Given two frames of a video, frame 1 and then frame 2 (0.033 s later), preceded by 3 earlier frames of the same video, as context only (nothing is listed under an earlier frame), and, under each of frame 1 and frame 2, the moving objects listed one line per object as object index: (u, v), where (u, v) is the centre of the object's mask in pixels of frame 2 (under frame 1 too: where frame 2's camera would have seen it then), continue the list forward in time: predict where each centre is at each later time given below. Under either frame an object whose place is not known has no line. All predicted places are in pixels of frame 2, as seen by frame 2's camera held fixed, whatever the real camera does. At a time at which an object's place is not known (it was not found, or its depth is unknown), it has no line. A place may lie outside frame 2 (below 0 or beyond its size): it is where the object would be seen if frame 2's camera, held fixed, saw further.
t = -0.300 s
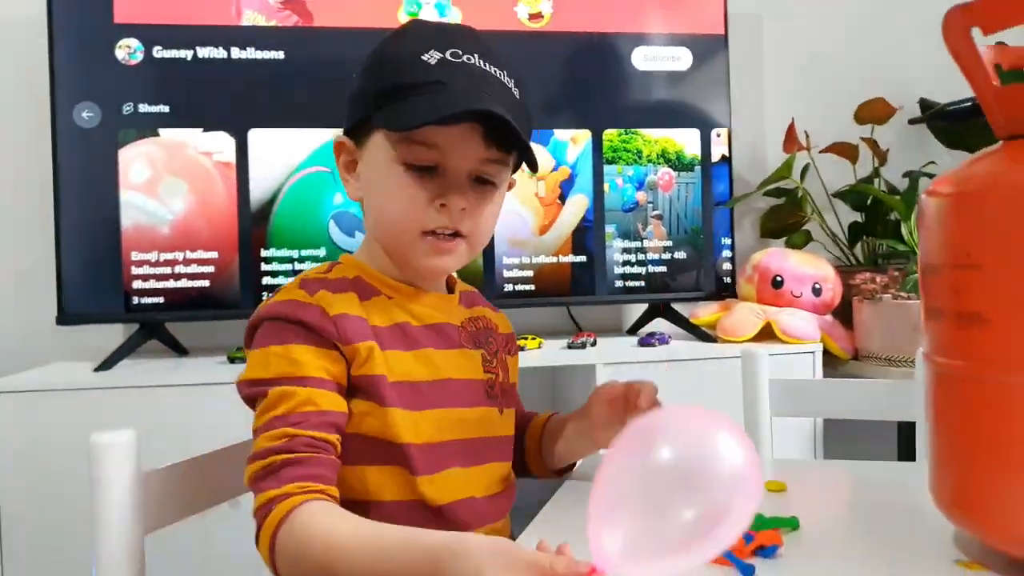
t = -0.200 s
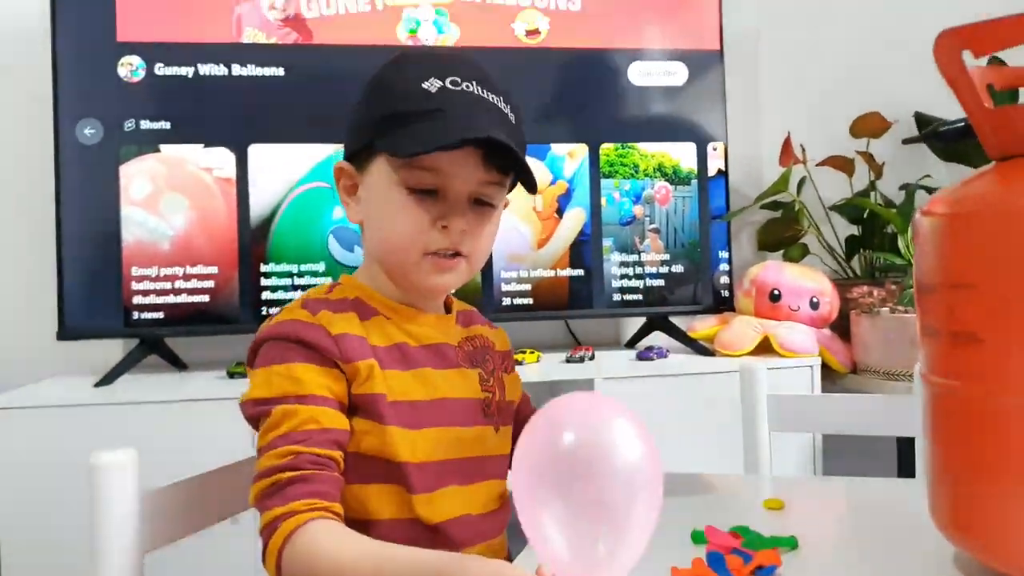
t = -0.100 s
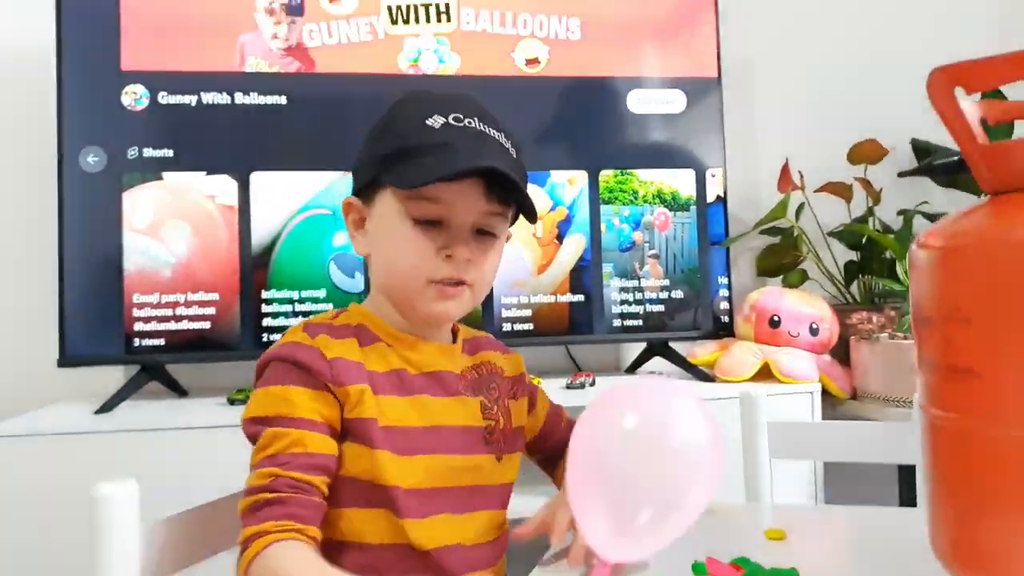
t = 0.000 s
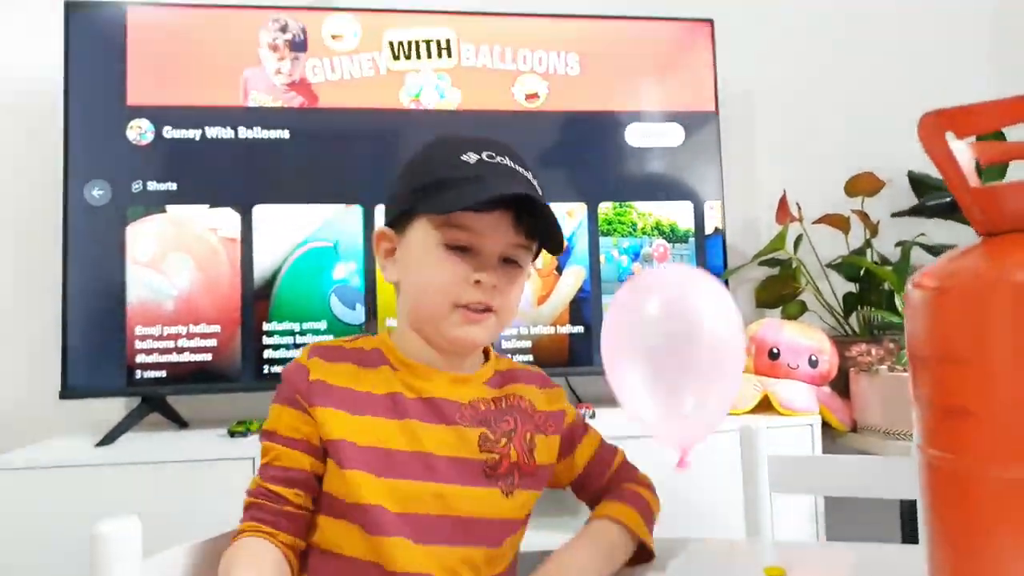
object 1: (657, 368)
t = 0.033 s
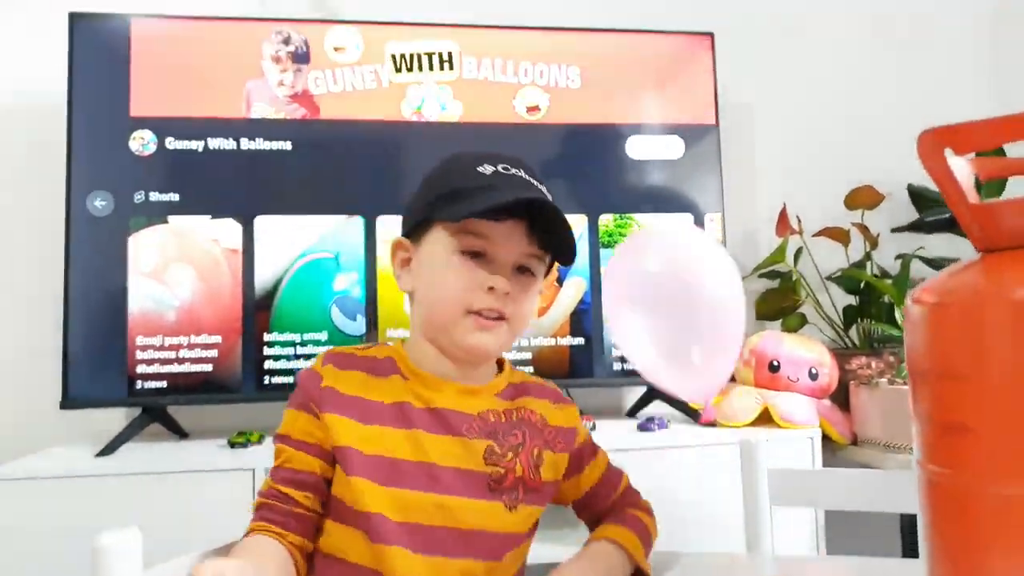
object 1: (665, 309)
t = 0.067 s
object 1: (666, 249)
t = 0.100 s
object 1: (666, 192)
